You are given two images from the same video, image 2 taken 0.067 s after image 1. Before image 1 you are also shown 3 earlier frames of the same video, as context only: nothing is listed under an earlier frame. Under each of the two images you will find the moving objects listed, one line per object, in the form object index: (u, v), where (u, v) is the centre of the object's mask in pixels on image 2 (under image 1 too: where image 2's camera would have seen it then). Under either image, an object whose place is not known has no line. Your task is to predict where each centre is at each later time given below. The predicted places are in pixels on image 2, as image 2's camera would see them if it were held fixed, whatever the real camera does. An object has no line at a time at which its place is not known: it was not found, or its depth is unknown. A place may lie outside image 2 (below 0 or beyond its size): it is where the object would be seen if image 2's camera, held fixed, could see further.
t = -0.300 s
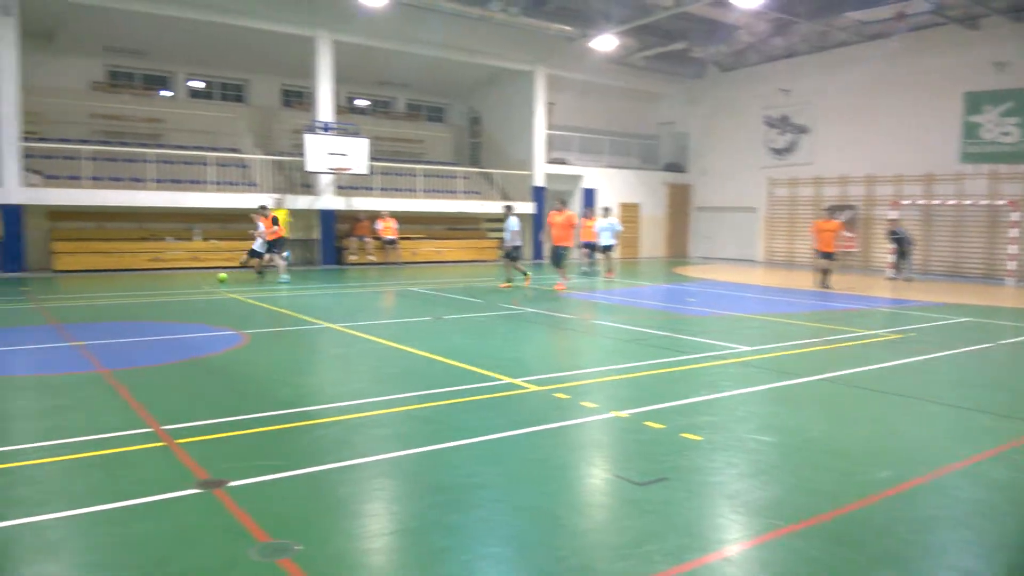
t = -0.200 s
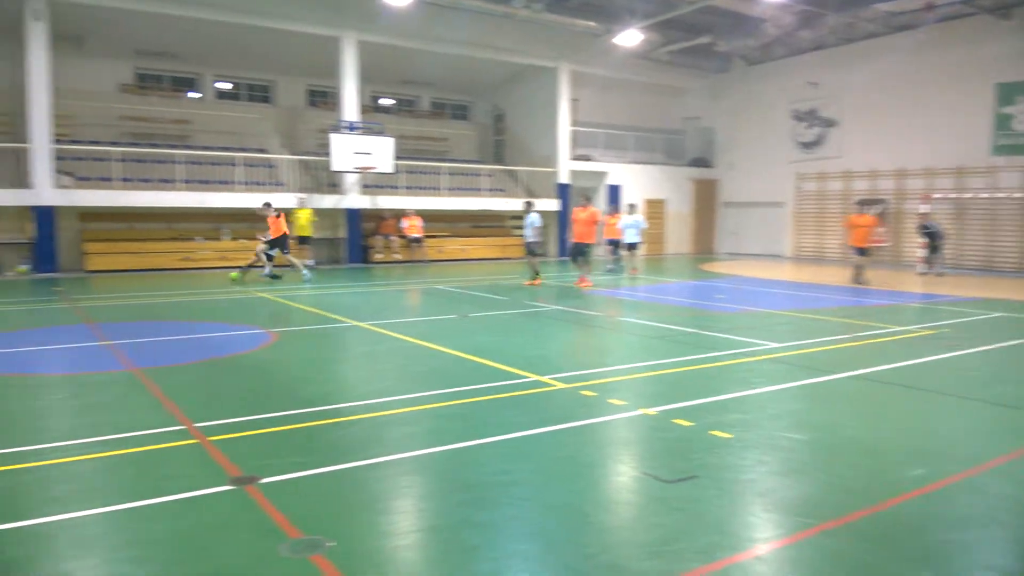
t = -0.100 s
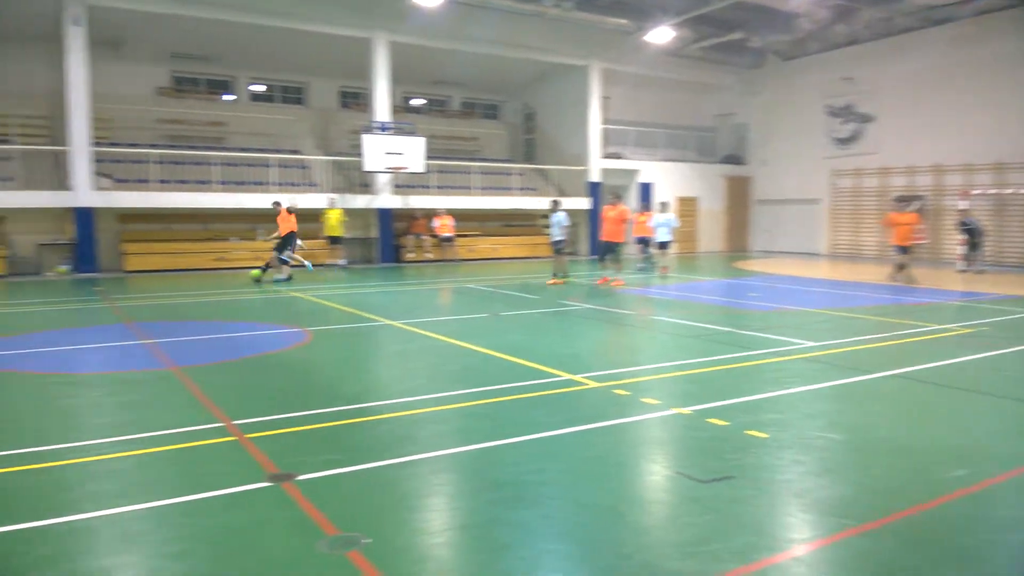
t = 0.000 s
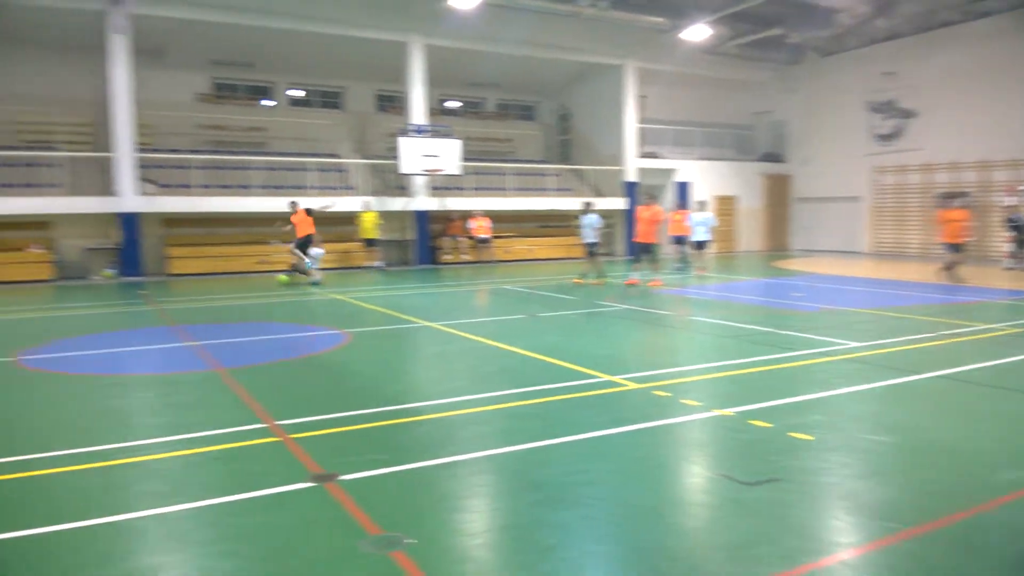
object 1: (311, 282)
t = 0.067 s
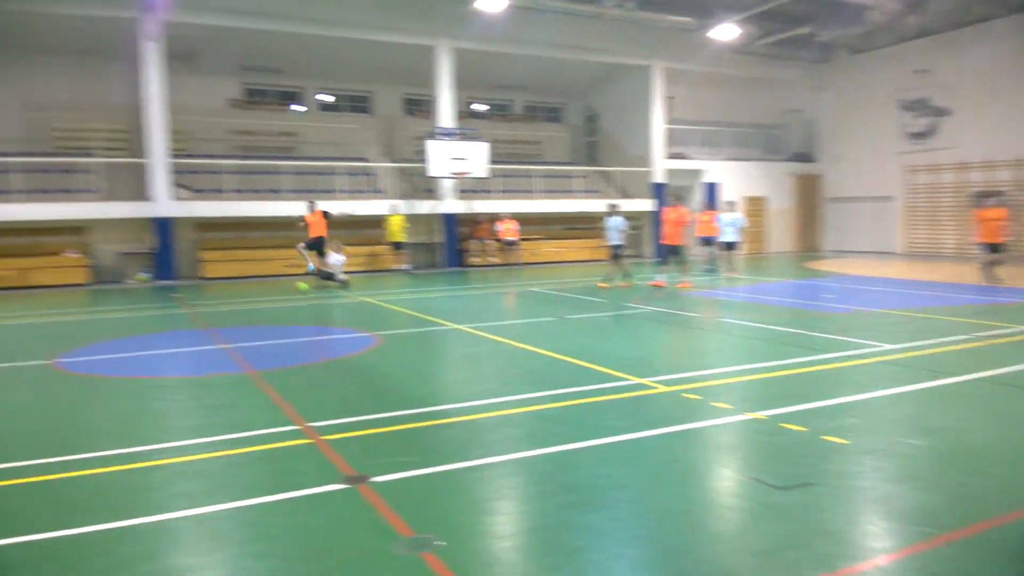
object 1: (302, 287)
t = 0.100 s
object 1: (296, 291)
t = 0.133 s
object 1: (292, 296)
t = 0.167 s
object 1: (287, 302)
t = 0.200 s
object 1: (282, 303)
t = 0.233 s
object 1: (276, 304)
